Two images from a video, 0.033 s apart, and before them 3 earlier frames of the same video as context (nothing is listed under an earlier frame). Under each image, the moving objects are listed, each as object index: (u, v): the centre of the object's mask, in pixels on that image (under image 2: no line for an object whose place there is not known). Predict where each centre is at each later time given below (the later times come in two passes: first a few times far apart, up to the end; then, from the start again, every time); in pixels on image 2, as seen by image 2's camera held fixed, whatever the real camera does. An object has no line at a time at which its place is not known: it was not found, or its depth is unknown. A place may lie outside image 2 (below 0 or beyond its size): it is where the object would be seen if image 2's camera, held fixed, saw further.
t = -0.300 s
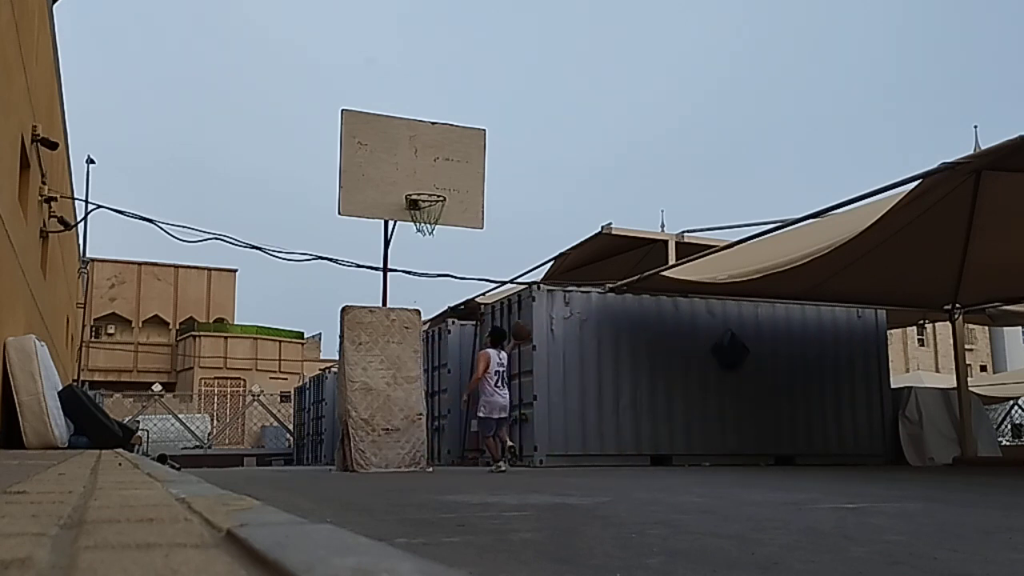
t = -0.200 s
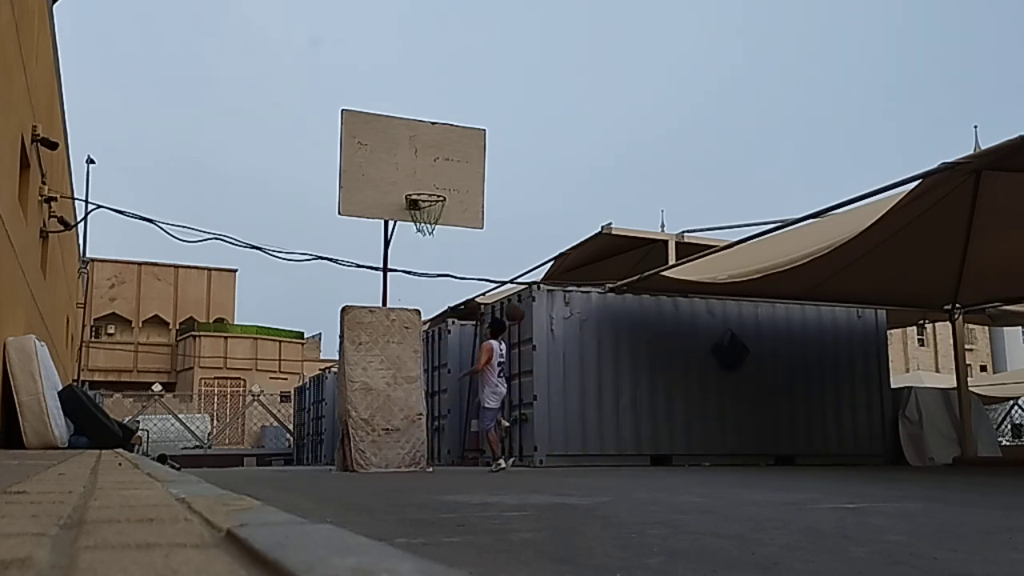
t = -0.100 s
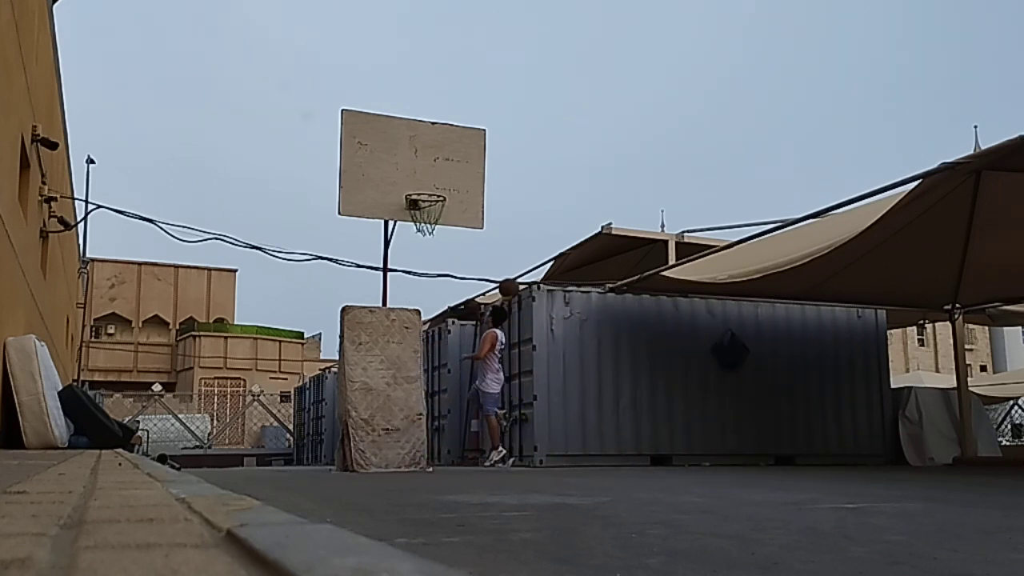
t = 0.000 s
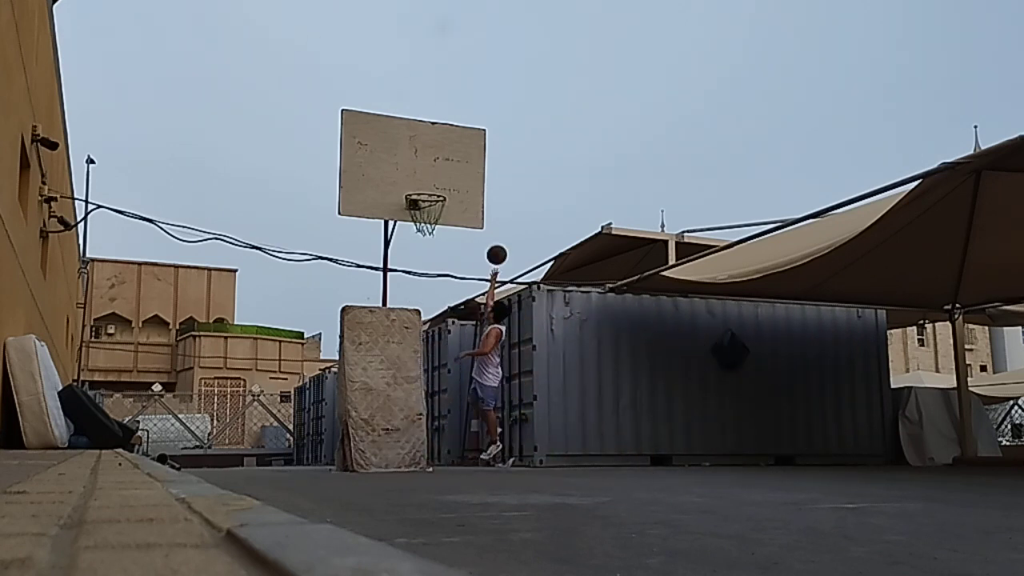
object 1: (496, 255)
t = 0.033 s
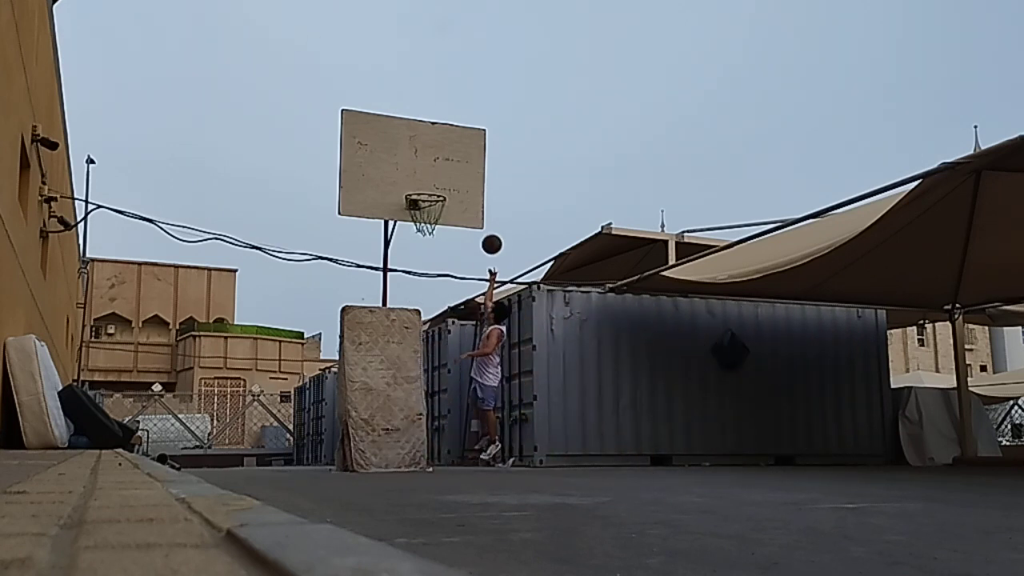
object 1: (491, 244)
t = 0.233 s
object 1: (462, 201)
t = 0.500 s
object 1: (438, 190)
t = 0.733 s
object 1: (441, 187)
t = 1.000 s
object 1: (439, 187)
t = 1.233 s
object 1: (428, 187)
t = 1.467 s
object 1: (417, 190)
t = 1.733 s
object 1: (417, 217)
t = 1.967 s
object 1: (420, 273)
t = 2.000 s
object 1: (421, 284)
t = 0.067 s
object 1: (487, 235)
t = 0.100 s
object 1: (482, 226)
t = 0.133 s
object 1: (477, 218)
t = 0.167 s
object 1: (472, 211)
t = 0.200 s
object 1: (467, 206)
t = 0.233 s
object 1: (462, 201)
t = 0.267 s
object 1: (458, 197)
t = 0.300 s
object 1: (453, 194)
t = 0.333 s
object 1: (448, 191)
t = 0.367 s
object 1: (444, 190)
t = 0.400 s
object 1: (440, 190)
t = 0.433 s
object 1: (439, 189)
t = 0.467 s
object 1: (439, 190)
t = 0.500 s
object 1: (438, 190)
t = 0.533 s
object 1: (438, 189)
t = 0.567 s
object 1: (439, 187)
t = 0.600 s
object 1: (439, 187)
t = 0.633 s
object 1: (440, 188)
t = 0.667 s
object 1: (441, 189)
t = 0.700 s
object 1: (441, 188)
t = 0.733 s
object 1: (441, 187)
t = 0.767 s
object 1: (442, 187)
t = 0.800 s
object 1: (442, 188)
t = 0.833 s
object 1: (442, 188)
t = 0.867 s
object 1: (442, 188)
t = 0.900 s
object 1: (441, 188)
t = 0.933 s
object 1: (441, 188)
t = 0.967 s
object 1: (440, 188)
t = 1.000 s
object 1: (439, 187)
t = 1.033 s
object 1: (438, 187)
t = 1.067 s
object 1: (437, 187)
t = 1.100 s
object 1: (435, 187)
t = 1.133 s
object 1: (434, 187)
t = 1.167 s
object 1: (432, 187)
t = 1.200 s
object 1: (430, 187)
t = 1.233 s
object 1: (428, 187)
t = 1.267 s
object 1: (426, 187)
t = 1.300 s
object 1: (424, 187)
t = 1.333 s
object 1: (422, 187)
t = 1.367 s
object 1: (420, 188)
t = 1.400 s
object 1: (419, 188)
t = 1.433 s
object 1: (418, 189)
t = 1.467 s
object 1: (417, 190)
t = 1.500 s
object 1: (417, 190)
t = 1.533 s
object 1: (416, 192)
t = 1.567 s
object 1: (415, 196)
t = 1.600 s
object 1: (416, 198)
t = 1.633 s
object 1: (416, 200)
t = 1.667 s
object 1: (416, 204)
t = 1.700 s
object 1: (416, 210)
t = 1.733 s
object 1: (417, 217)
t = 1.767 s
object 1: (417, 223)
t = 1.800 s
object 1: (418, 229)
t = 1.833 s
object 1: (418, 236)
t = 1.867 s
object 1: (419, 244)
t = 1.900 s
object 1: (419, 252)
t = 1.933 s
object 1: (420, 262)
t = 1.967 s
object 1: (420, 273)
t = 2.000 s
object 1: (421, 284)
